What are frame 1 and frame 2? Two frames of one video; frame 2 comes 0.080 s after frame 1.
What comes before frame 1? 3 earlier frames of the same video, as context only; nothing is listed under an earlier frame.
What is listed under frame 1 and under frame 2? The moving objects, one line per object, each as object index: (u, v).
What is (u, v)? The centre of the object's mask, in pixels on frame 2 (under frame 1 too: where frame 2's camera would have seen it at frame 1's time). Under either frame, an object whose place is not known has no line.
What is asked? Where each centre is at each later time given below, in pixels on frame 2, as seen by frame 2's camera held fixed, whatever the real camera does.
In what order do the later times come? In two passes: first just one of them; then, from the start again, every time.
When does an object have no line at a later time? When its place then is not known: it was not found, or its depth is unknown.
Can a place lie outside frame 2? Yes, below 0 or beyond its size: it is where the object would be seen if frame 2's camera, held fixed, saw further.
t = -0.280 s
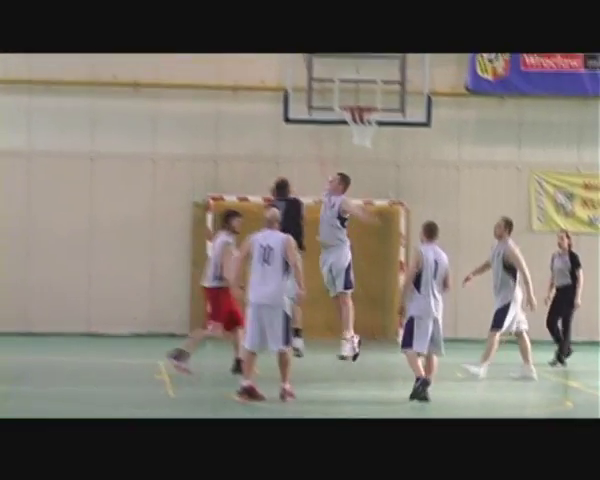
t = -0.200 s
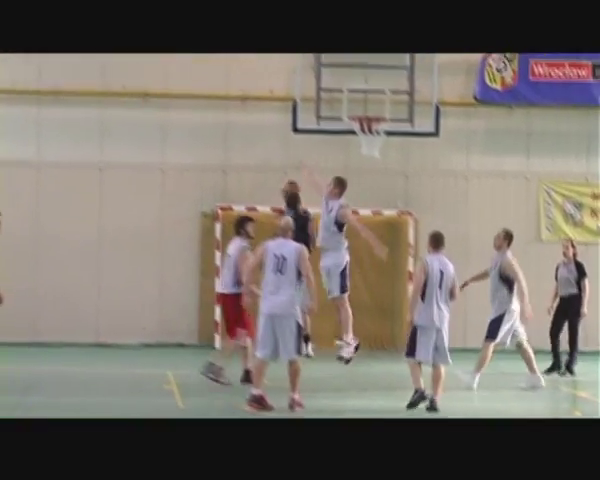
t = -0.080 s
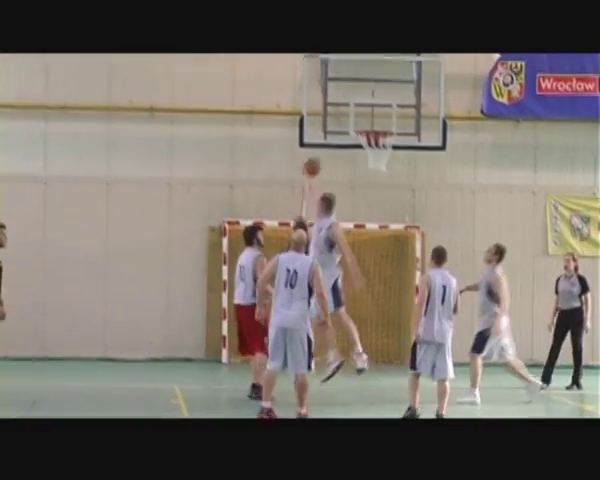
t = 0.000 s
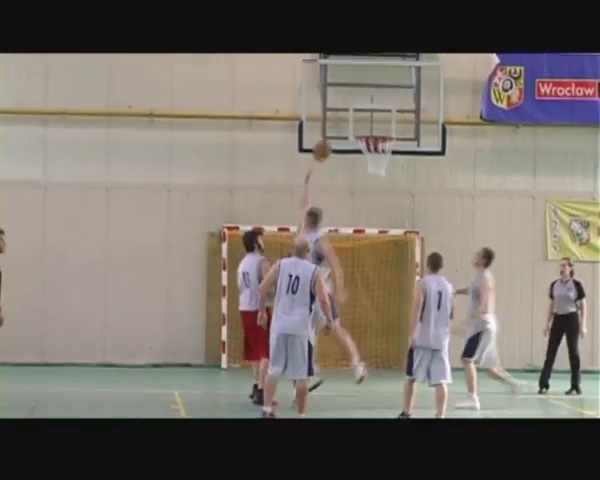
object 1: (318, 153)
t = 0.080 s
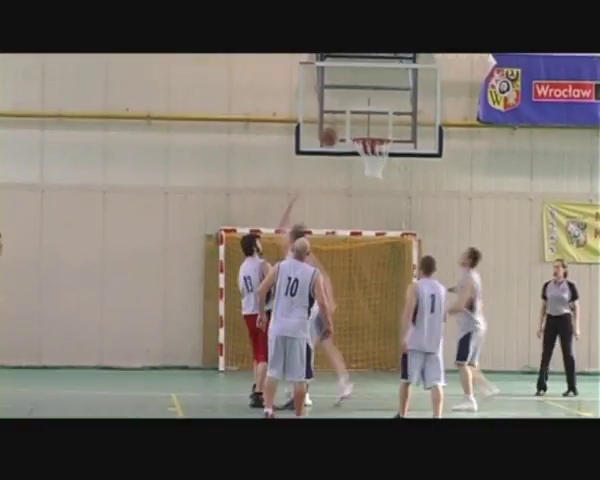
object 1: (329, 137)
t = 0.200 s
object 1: (346, 122)
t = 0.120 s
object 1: (333, 130)
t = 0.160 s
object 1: (339, 126)
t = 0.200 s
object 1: (346, 122)
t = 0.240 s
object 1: (351, 122)
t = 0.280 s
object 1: (356, 120)
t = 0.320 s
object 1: (361, 119)
